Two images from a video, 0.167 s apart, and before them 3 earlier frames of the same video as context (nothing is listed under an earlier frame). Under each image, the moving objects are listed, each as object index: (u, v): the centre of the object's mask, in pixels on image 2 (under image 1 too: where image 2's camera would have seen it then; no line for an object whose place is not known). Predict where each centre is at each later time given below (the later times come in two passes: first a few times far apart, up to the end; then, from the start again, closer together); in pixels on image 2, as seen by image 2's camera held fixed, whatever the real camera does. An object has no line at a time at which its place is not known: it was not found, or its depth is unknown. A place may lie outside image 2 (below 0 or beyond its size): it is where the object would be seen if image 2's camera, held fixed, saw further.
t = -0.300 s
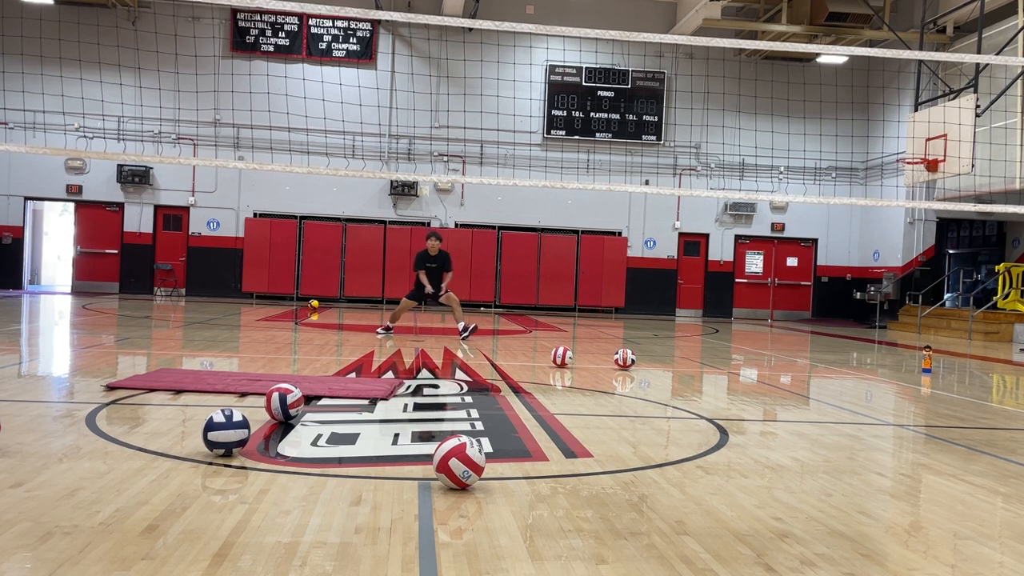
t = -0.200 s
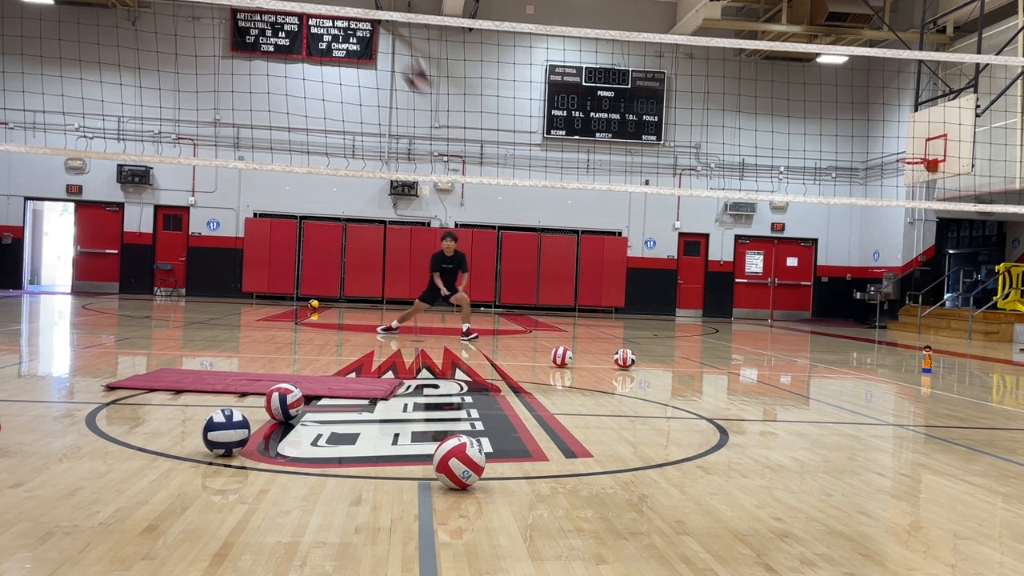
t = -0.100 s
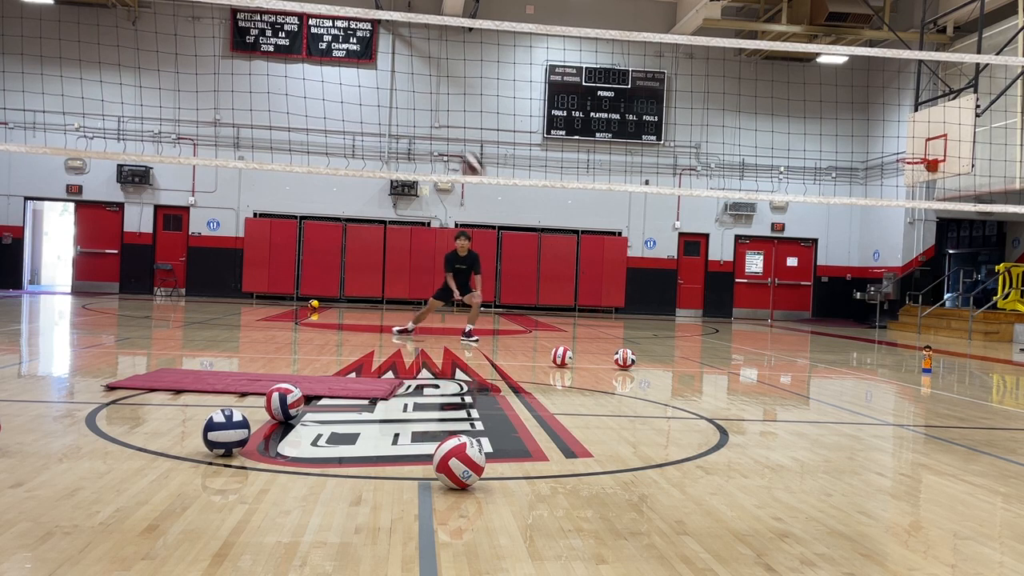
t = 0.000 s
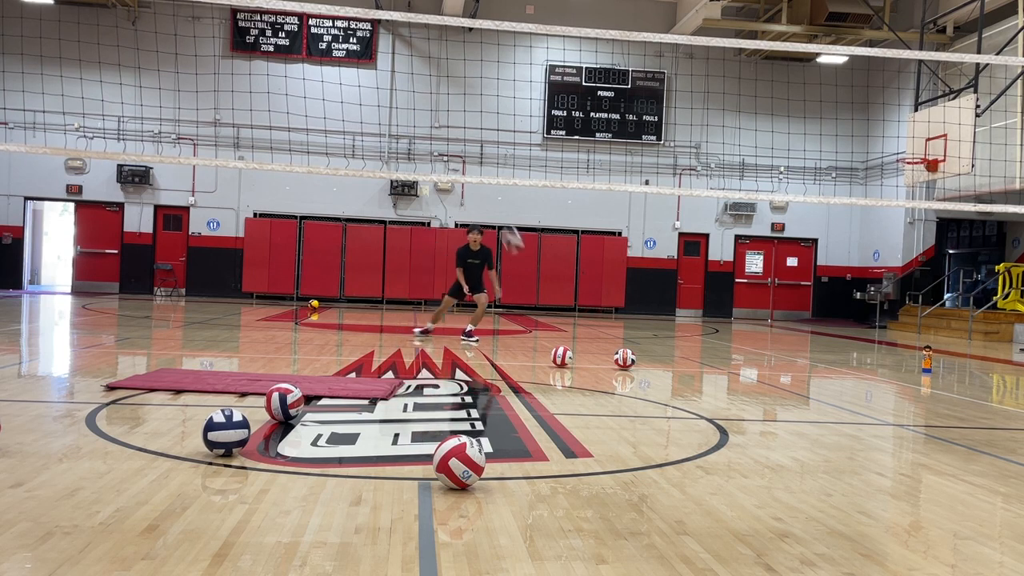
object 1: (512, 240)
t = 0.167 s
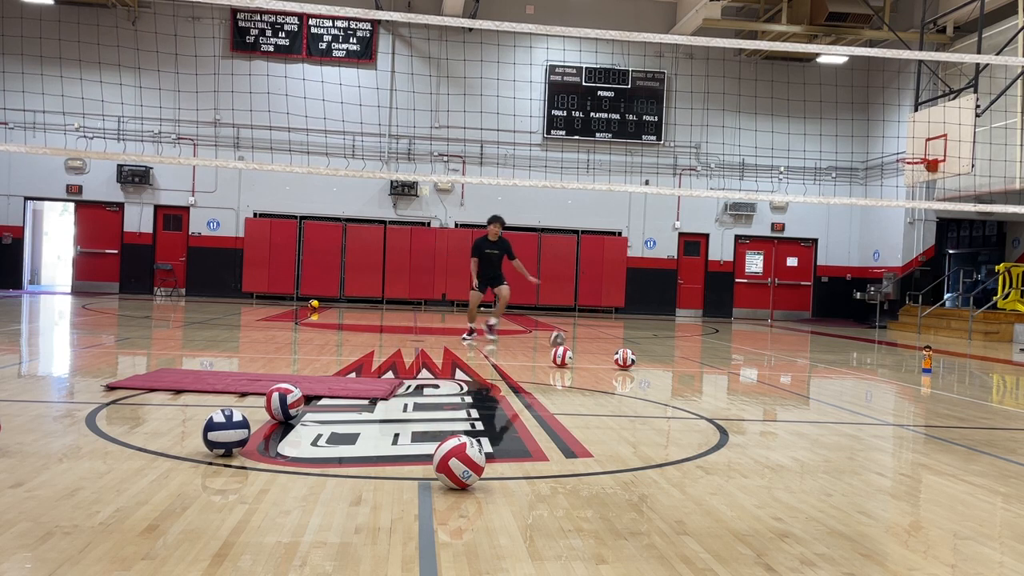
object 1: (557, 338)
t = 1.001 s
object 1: (641, 272)
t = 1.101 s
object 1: (645, 292)
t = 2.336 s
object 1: (691, 296)
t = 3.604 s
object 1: (772, 314)
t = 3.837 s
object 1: (784, 319)
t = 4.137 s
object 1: (800, 321)
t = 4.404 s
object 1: (814, 322)
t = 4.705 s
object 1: (830, 324)
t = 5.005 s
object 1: (846, 326)
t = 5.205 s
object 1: (857, 327)
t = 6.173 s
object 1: (911, 331)
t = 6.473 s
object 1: (927, 332)
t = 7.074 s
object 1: (959, 334)
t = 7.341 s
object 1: (973, 335)
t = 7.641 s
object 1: (971, 335)
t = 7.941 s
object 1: (973, 336)
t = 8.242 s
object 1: (975, 335)
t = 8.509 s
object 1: (974, 335)
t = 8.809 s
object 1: (973, 335)
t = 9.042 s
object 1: (972, 335)
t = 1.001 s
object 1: (641, 272)
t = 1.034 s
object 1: (642, 278)
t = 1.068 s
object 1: (644, 285)
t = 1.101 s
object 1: (645, 292)
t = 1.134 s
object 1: (646, 300)
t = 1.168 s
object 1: (648, 308)
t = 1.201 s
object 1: (649, 316)
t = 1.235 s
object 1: (651, 320)
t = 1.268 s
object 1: (653, 313)
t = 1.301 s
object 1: (655, 307)
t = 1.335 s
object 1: (656, 302)
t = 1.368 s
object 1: (658, 297)
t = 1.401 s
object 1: (660, 293)
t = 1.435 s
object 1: (662, 290)
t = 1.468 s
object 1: (663, 287)
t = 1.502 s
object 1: (665, 285)
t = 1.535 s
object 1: (666, 284)
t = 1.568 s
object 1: (668, 283)
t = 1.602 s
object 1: (669, 283)
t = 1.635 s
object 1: (670, 283)
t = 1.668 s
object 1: (671, 283)
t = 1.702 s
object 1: (672, 284)
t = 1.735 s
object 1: (673, 286)
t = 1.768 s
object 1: (674, 288)
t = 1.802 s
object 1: (675, 291)
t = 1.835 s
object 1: (676, 294)
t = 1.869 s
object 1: (677, 297)
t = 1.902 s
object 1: (678, 301)
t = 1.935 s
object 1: (679, 304)
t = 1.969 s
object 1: (680, 310)
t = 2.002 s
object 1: (681, 315)
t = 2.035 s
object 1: (681, 313)
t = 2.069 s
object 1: (683, 309)
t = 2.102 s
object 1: (684, 305)
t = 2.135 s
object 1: (685, 303)
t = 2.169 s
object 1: (686, 301)
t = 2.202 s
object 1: (687, 299)
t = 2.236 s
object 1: (688, 297)
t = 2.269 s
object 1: (689, 296)
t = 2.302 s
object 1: (690, 296)
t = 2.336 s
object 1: (691, 296)
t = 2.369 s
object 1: (692, 296)
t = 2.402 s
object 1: (695, 294)
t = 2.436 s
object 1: (698, 294)
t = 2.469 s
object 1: (701, 293)
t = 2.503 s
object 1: (704, 293)
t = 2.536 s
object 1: (707, 293)
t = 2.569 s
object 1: (709, 294)
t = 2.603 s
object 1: (712, 295)
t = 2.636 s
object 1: (715, 296)
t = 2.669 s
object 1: (718, 298)
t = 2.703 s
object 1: (721, 301)
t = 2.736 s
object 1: (724, 303)
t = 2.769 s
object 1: (727, 307)
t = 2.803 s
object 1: (729, 310)
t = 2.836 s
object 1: (732, 314)
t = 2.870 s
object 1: (735, 317)
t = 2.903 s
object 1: (737, 315)
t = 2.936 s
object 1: (738, 312)
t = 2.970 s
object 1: (740, 310)
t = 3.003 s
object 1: (742, 308)
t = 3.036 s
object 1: (744, 307)
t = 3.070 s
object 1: (746, 306)
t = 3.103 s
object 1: (747, 305)
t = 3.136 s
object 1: (749, 305)
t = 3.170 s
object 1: (750, 306)
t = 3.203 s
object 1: (752, 306)
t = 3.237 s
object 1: (754, 308)
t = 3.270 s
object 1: (755, 310)
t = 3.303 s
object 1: (757, 312)
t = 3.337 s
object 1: (758, 315)
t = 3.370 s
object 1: (760, 318)
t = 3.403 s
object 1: (762, 319)
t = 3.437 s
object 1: (764, 316)
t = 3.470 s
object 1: (765, 315)
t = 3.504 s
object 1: (767, 314)
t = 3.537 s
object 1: (769, 314)
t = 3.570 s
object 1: (771, 314)
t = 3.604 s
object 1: (772, 314)
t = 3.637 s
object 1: (774, 314)
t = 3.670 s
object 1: (775, 315)
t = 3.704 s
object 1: (777, 316)
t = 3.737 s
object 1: (779, 318)
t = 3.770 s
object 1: (781, 321)
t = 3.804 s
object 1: (782, 321)
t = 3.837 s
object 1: (784, 319)
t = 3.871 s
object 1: (786, 318)
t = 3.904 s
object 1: (788, 317)
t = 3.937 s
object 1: (790, 317)
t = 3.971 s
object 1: (792, 317)
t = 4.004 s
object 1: (794, 318)
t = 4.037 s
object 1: (795, 319)
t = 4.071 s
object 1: (797, 321)
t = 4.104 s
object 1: (798, 322)
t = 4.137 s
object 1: (800, 321)
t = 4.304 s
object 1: (809, 322)
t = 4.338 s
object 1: (811, 323)
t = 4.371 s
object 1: (813, 323)
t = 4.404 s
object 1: (814, 322)
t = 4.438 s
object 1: (816, 322)
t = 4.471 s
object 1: (818, 322)
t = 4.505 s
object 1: (820, 322)
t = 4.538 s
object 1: (822, 324)
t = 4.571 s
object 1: (823, 323)
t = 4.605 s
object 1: (825, 323)
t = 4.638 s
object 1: (827, 323)
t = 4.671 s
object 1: (829, 324)
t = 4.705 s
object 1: (830, 324)
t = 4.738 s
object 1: (832, 324)
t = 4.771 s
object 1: (834, 324)
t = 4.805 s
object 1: (836, 325)
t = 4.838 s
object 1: (837, 325)
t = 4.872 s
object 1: (839, 325)
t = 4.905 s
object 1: (841, 325)
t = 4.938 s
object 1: (843, 325)
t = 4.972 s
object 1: (845, 326)
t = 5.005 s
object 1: (846, 326)
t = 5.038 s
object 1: (848, 326)
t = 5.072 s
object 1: (850, 326)
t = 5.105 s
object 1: (852, 326)
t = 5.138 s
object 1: (853, 326)
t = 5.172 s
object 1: (855, 326)
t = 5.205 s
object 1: (857, 327)
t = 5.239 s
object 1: (859, 327)
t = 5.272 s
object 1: (861, 327)
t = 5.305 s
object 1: (863, 327)
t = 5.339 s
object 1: (864, 327)
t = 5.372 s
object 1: (866, 327)
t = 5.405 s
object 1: (868, 328)
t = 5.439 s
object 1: (870, 328)
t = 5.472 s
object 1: (872, 328)
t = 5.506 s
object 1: (874, 328)
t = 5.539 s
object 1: (876, 328)
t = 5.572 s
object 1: (877, 328)
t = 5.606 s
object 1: (879, 328)
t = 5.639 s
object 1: (881, 328)
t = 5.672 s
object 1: (882, 329)
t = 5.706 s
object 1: (884, 329)
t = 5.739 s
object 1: (887, 329)
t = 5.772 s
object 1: (888, 329)
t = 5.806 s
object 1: (890, 329)
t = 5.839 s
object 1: (892, 329)
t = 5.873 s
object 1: (894, 329)
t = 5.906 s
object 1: (896, 329)
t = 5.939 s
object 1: (898, 330)
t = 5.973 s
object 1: (899, 330)
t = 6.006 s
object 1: (901, 331)
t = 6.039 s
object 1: (903, 330)
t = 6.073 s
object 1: (905, 331)
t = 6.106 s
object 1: (907, 331)
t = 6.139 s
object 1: (909, 331)
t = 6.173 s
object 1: (911, 331)
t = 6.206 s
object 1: (912, 331)
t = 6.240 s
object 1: (914, 331)
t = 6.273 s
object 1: (916, 332)
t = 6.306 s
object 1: (918, 332)
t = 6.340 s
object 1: (919, 332)
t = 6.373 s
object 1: (921, 332)
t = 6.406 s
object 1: (923, 332)
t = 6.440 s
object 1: (925, 332)
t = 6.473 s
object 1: (927, 332)
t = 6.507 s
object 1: (929, 332)
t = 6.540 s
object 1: (931, 332)
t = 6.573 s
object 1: (932, 332)
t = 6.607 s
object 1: (934, 333)
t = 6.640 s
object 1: (935, 333)
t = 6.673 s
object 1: (937, 333)
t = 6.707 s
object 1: (939, 333)
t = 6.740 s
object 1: (941, 333)
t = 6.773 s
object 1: (943, 333)
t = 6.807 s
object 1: (945, 333)
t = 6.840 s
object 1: (946, 333)
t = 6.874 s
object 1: (948, 333)
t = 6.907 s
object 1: (950, 333)
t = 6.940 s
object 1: (952, 333)
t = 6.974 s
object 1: (954, 334)
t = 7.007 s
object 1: (955, 334)
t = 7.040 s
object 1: (957, 334)
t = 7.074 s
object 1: (959, 334)
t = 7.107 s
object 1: (961, 334)
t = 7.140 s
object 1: (962, 334)
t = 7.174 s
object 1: (964, 335)
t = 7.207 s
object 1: (966, 335)
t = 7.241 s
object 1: (968, 335)
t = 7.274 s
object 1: (971, 335)
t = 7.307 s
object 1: (972, 335)
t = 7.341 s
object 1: (973, 335)
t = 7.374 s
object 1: (972, 335)
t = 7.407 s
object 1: (972, 336)
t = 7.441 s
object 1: (972, 336)
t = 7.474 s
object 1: (971, 335)
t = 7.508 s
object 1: (971, 335)
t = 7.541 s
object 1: (971, 335)
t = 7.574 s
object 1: (971, 335)
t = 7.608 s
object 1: (971, 335)
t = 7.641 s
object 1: (971, 335)
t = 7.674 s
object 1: (971, 335)
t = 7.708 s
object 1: (971, 335)
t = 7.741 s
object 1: (972, 336)
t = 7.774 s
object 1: (972, 335)
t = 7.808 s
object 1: (972, 335)
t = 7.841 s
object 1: (972, 335)
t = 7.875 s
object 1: (972, 336)
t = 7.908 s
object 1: (973, 336)
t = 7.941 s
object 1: (973, 336)
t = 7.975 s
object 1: (973, 335)
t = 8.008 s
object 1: (973, 335)
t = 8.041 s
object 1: (973, 335)
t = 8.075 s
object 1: (974, 335)
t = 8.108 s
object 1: (974, 335)
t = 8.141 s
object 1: (974, 335)
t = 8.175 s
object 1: (974, 335)
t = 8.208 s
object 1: (974, 335)
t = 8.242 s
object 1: (975, 335)
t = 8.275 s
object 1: (974, 335)
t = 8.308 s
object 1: (975, 335)
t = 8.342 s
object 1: (975, 335)
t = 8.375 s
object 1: (974, 335)
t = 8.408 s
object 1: (974, 335)
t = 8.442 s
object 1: (974, 335)
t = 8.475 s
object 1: (974, 335)
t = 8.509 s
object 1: (974, 335)
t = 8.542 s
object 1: (974, 335)
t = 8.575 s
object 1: (974, 335)
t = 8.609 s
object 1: (974, 335)
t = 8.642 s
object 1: (973, 335)
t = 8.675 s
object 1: (973, 335)
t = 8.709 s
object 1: (973, 335)
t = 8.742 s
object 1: (973, 335)
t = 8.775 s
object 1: (973, 335)
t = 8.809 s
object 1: (973, 335)
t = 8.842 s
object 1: (973, 335)
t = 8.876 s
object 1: (973, 335)
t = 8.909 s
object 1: (972, 335)
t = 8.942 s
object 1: (972, 335)
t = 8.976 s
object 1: (972, 335)
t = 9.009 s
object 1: (973, 335)
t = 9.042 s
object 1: (972, 335)
